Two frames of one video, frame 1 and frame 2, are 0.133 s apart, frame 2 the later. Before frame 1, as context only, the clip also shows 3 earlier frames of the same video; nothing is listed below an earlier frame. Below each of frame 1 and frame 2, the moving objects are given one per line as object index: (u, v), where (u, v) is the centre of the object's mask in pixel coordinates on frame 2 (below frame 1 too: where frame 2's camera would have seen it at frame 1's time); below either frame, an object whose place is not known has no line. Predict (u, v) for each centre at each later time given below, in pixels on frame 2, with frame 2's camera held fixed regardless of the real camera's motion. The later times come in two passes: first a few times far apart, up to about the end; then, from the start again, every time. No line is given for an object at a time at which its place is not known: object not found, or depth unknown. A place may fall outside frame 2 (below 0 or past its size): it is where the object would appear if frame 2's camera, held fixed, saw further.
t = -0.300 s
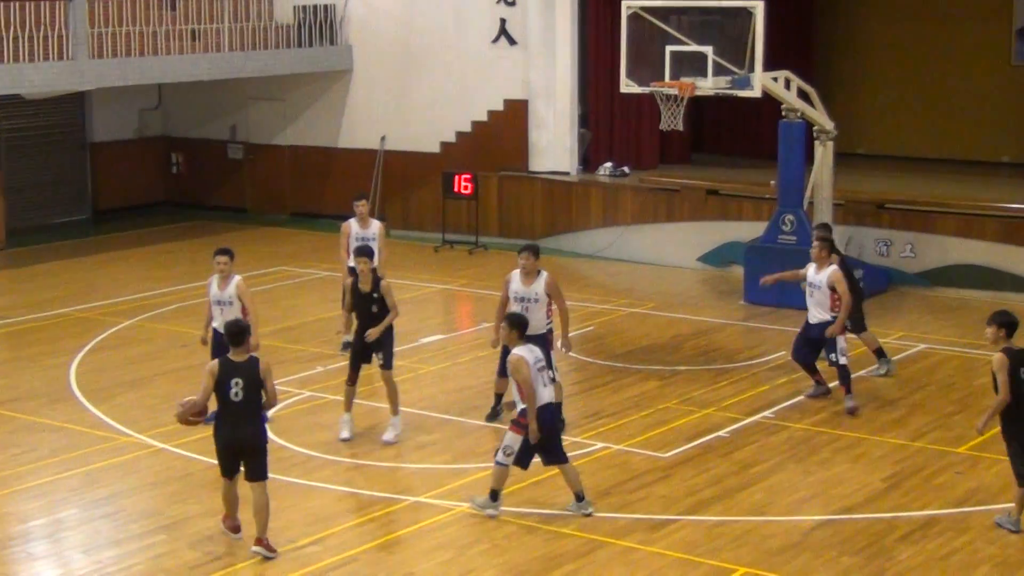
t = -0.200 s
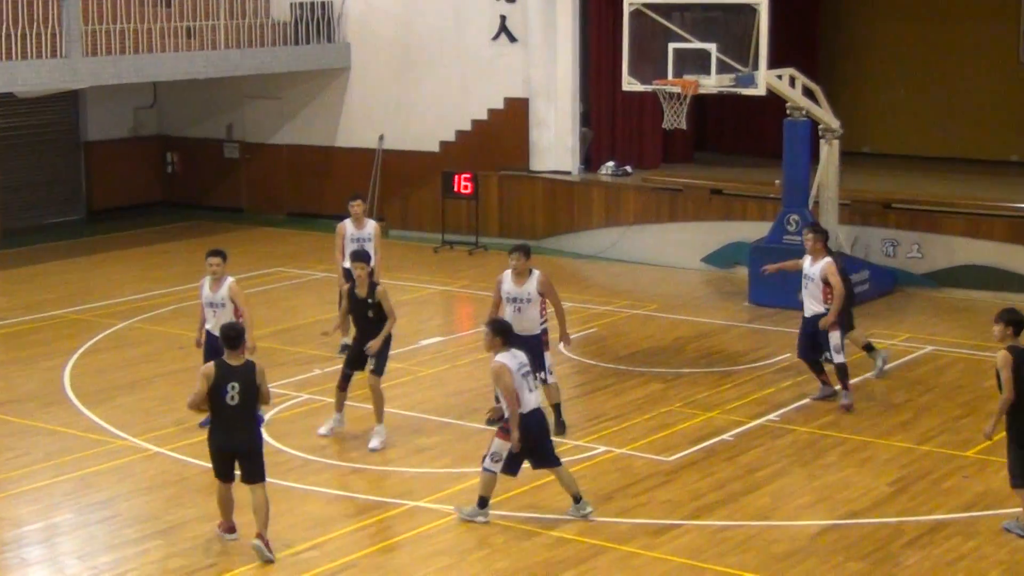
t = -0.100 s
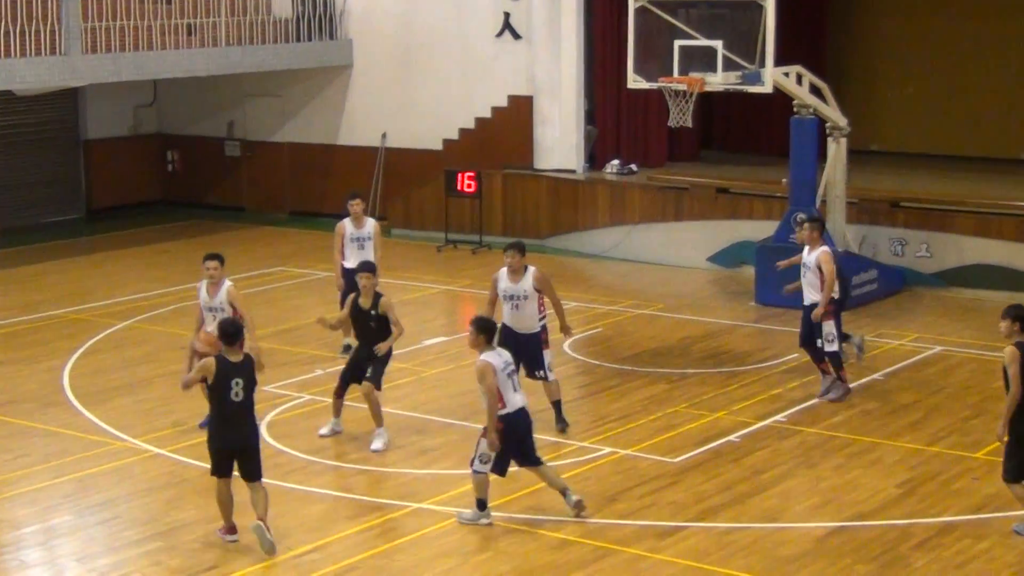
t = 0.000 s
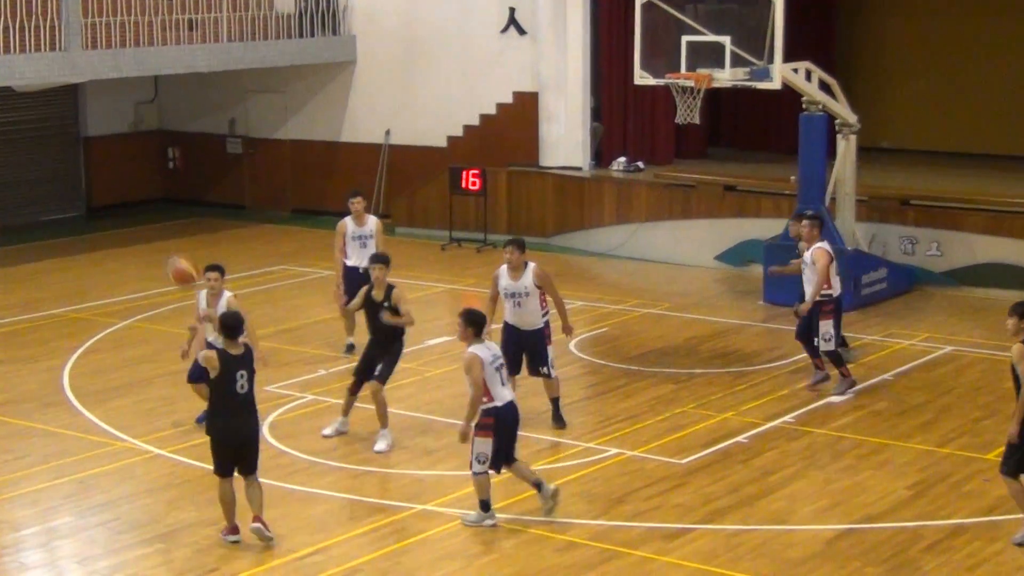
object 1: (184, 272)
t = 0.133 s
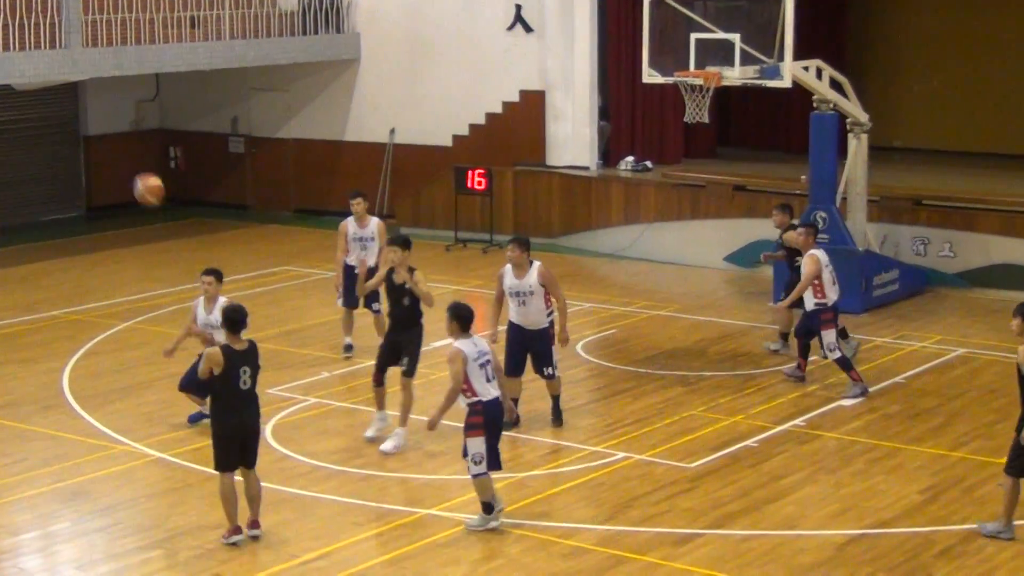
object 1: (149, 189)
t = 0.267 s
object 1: (117, 133)
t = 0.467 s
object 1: (78, 95)
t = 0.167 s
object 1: (141, 173)
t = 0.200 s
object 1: (133, 158)
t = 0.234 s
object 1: (124, 144)
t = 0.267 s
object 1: (117, 133)
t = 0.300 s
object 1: (109, 123)
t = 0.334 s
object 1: (102, 114)
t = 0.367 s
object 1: (96, 107)
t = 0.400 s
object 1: (90, 102)
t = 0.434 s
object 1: (83, 98)
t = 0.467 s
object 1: (78, 95)
